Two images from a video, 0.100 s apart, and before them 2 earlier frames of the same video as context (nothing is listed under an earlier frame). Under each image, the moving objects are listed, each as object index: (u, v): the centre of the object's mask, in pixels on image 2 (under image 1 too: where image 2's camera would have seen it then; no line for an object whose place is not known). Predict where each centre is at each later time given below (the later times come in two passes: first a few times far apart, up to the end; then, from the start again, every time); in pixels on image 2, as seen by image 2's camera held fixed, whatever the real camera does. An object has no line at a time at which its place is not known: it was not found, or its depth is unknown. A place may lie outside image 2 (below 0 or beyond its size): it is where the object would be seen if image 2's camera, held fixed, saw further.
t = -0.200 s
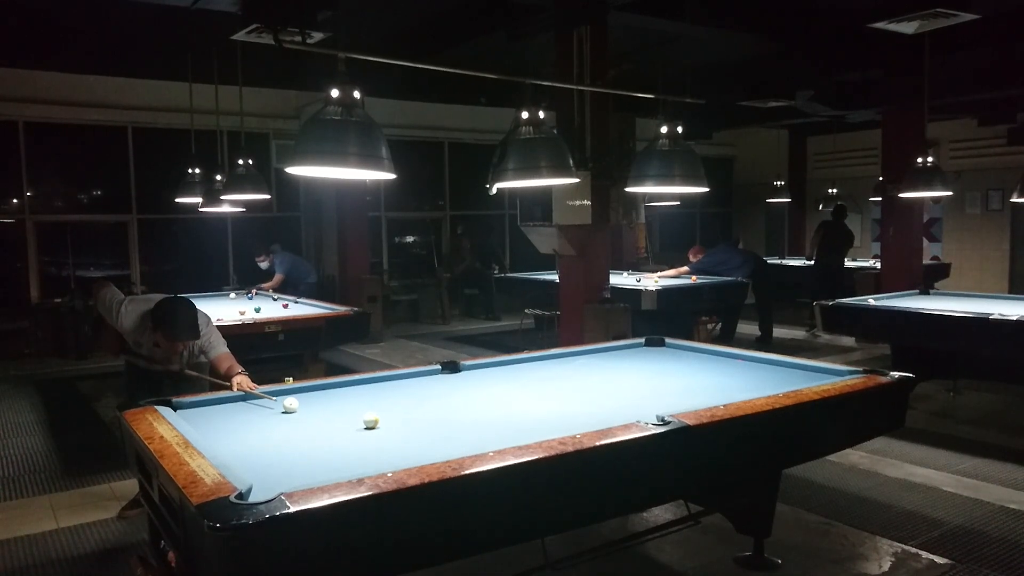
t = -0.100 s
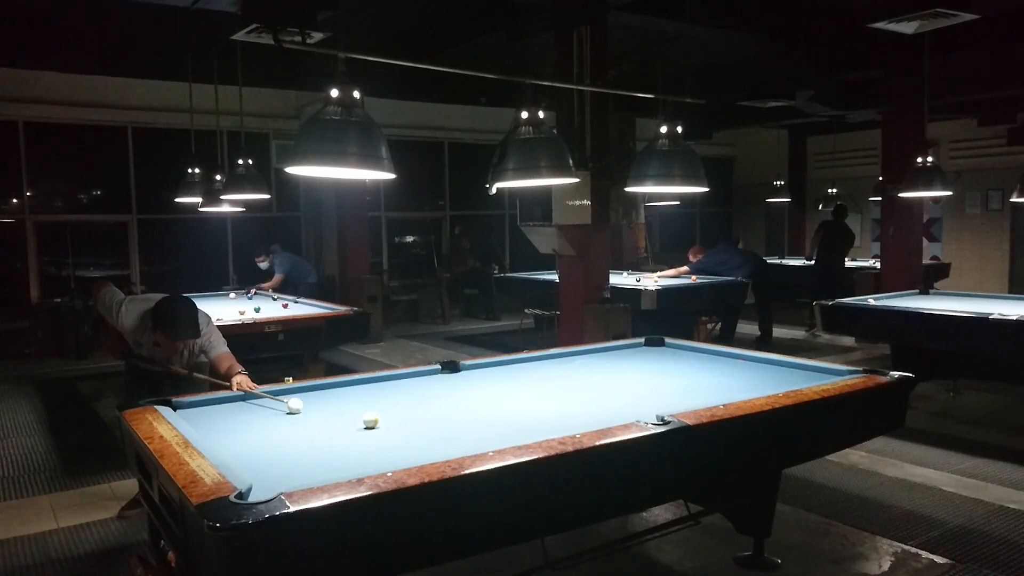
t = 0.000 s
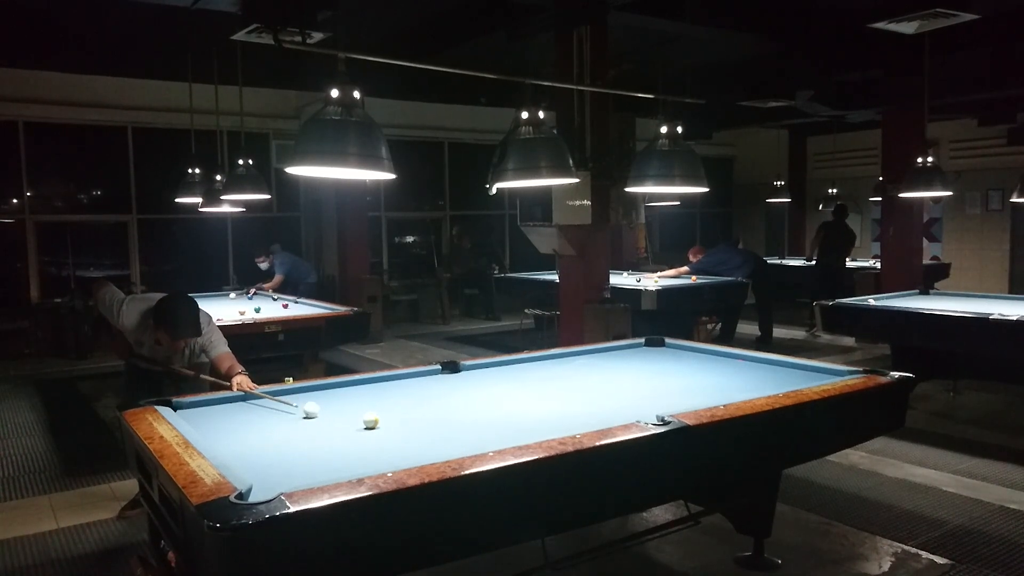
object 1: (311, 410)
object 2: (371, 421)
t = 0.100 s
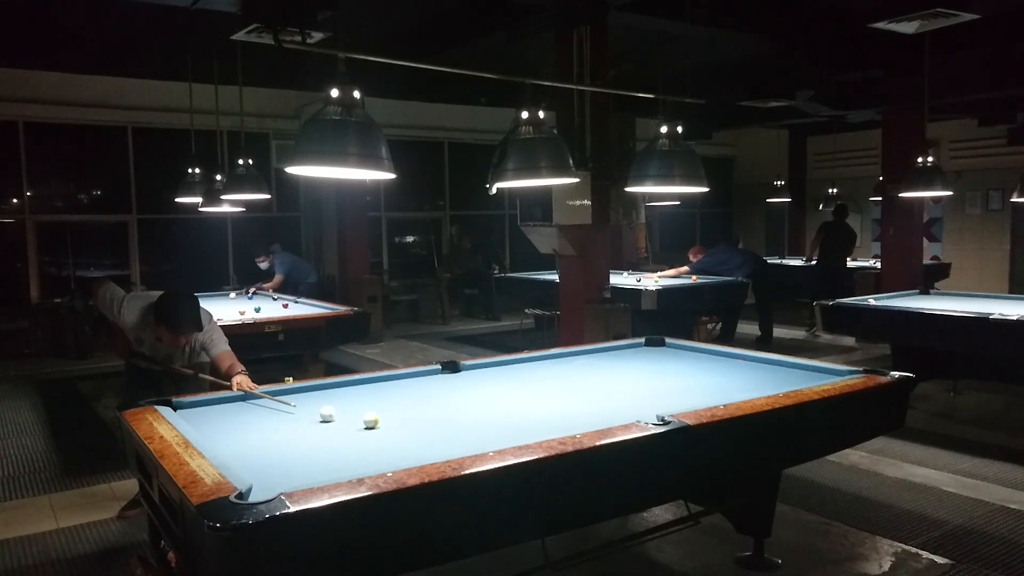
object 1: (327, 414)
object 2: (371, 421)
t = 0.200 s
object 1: (344, 418)
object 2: (371, 421)
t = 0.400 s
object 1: (355, 427)
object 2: (394, 421)
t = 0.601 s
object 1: (359, 436)
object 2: (422, 421)
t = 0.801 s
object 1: (362, 446)
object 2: (449, 422)
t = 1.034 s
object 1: (366, 458)
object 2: (479, 421)
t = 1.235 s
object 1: (370, 465)
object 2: (504, 421)
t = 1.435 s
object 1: (354, 467)
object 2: (528, 421)
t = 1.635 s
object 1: (336, 466)
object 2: (550, 421)
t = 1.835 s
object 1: (319, 464)
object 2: (572, 421)
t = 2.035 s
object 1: (303, 462)
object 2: (593, 420)
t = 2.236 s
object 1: (288, 460)
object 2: (612, 418)
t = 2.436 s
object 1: (275, 458)
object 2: (632, 417)
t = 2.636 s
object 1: (262, 456)
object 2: (649, 417)
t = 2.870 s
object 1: (248, 454)
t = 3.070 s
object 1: (237, 453)
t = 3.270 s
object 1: (228, 450)
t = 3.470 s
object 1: (227, 449)
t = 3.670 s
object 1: (227, 448)
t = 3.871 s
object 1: (228, 447)
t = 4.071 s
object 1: (228, 446)
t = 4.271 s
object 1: (227, 445)
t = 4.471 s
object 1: (227, 444)
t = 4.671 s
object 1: (226, 444)
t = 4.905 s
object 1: (225, 444)
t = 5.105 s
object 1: (225, 444)
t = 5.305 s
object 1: (225, 444)
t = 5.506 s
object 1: (225, 444)
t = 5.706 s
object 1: (225, 444)
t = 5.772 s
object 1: (225, 444)
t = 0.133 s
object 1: (333, 415)
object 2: (371, 421)
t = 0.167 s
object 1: (338, 416)
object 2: (371, 421)
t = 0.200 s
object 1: (344, 418)
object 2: (371, 421)
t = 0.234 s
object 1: (350, 419)
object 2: (371, 421)
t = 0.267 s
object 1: (354, 421)
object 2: (372, 421)
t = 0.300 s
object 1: (354, 422)
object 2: (379, 421)
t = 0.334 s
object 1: (354, 423)
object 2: (384, 421)
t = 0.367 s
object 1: (355, 425)
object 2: (389, 421)
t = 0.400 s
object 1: (355, 427)
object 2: (394, 421)
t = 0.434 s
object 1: (356, 428)
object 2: (399, 422)
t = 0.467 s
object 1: (356, 429)
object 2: (404, 422)
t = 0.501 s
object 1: (357, 430)
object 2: (408, 422)
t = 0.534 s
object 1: (357, 431)
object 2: (413, 421)
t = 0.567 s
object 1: (358, 433)
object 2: (418, 421)
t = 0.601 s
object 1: (359, 436)
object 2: (422, 421)
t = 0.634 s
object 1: (359, 438)
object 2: (427, 421)
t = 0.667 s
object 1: (360, 438)
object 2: (431, 421)
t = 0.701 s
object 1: (360, 441)
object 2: (436, 421)
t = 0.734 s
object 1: (361, 443)
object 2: (440, 422)
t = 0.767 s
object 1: (362, 444)
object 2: (445, 421)
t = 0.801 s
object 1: (362, 446)
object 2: (449, 422)
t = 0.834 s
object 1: (363, 448)
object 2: (453, 422)
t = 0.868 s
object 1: (364, 449)
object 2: (457, 421)
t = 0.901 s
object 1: (364, 451)
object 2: (462, 421)
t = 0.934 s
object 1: (365, 453)
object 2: (466, 421)
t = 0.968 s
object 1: (365, 454)
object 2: (471, 421)
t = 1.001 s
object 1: (366, 456)
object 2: (475, 421)
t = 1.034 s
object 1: (366, 458)
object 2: (479, 421)
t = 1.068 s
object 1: (367, 460)
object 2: (484, 422)
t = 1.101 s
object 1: (367, 461)
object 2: (488, 422)
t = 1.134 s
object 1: (368, 462)
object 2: (492, 422)
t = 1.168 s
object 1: (369, 464)
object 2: (496, 421)
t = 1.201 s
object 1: (369, 464)
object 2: (500, 421)
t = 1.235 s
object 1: (370, 465)
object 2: (504, 421)
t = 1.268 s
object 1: (370, 466)
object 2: (507, 421)
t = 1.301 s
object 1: (367, 466)
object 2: (512, 421)
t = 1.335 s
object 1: (364, 467)
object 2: (516, 421)
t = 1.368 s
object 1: (361, 467)
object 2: (520, 421)
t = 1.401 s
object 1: (358, 467)
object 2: (524, 421)
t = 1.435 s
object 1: (354, 467)
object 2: (528, 421)
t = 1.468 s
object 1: (351, 467)
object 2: (532, 422)
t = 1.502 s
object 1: (348, 467)
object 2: (535, 421)
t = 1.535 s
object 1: (345, 467)
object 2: (539, 422)
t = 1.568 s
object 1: (342, 467)
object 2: (543, 422)
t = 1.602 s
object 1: (339, 467)
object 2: (547, 422)
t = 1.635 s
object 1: (336, 466)
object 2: (550, 421)
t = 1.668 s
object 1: (333, 466)
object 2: (554, 421)
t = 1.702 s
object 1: (330, 466)
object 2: (557, 421)
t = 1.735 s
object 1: (327, 465)
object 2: (561, 421)
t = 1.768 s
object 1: (325, 465)
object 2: (565, 421)
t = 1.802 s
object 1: (322, 464)
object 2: (568, 421)
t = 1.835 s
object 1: (319, 464)
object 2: (572, 421)
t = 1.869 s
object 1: (316, 463)
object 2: (576, 421)
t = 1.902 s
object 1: (313, 463)
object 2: (579, 421)
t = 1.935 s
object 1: (311, 463)
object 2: (583, 421)
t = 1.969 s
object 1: (308, 462)
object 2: (586, 421)
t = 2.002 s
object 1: (306, 462)
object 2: (589, 420)
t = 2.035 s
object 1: (303, 462)
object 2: (593, 420)
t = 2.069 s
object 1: (301, 461)
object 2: (596, 420)
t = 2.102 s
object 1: (298, 461)
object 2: (599, 420)
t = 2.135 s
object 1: (295, 460)
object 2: (603, 419)
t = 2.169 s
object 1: (293, 460)
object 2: (606, 419)
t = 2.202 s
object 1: (291, 460)
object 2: (609, 418)
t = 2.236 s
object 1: (288, 460)
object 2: (612, 418)
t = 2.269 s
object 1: (286, 459)
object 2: (615, 418)
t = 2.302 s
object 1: (284, 459)
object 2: (618, 418)
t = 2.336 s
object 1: (281, 459)
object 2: (622, 417)
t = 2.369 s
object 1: (279, 458)
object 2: (625, 417)
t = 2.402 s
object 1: (277, 458)
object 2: (630, 417)
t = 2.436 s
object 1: (275, 458)
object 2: (632, 417)
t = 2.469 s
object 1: (272, 457)
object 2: (635, 417)
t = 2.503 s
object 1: (270, 457)
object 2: (639, 417)
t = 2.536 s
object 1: (268, 457)
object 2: (641, 418)
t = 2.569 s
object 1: (266, 457)
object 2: (643, 417)
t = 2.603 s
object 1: (264, 456)
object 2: (646, 418)
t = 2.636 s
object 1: (262, 456)
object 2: (649, 417)
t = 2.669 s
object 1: (260, 456)
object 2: (650, 418)
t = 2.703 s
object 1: (258, 455)
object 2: (651, 418)
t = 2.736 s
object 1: (256, 455)
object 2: (650, 420)
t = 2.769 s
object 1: (254, 455)
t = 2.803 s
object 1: (252, 454)
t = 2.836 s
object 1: (250, 454)
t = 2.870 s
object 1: (248, 454)
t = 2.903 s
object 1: (246, 454)
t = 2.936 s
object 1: (245, 454)
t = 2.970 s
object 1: (243, 453)
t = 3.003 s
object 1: (241, 453)
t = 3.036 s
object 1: (239, 453)
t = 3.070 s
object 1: (237, 453)
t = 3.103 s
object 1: (236, 453)
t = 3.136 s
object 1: (234, 452)
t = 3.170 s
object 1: (233, 452)
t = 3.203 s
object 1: (231, 451)
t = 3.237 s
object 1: (230, 451)
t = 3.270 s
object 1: (228, 450)
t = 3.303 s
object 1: (227, 450)
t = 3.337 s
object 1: (227, 450)
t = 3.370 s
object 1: (227, 449)
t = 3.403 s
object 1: (226, 449)
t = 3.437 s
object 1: (227, 449)
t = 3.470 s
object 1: (227, 449)
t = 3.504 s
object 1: (227, 449)
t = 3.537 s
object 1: (227, 448)
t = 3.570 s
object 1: (227, 448)
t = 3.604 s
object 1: (227, 448)
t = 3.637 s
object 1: (227, 448)
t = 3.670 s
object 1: (227, 448)
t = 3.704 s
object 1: (227, 448)
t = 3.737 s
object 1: (227, 448)
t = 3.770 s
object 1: (228, 447)
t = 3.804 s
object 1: (228, 447)
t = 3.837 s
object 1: (228, 447)
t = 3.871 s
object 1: (228, 447)
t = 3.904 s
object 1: (228, 447)
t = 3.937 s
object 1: (228, 446)
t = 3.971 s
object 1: (228, 446)
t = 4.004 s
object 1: (228, 446)
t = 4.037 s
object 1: (228, 446)
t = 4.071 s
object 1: (228, 446)
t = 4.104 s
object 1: (228, 446)
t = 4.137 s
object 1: (227, 446)
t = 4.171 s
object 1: (227, 446)
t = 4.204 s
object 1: (227, 445)
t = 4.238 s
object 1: (227, 445)
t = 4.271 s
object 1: (227, 445)
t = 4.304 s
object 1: (227, 445)
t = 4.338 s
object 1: (227, 445)
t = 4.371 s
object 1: (227, 444)
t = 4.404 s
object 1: (227, 444)
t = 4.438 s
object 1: (227, 444)
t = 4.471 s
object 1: (227, 444)
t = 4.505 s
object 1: (227, 444)
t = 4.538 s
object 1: (226, 444)
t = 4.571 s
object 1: (226, 444)
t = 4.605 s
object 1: (226, 444)
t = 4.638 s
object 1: (226, 444)
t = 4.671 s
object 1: (226, 444)
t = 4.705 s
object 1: (226, 444)
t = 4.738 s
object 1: (225, 444)
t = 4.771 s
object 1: (225, 444)
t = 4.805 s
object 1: (225, 444)
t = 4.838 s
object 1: (225, 444)
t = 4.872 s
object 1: (225, 444)
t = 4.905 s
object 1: (225, 444)
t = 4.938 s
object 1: (225, 444)
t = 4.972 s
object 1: (225, 444)
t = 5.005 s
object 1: (225, 444)
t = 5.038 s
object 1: (225, 444)
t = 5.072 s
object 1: (225, 444)
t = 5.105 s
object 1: (225, 444)
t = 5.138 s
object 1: (225, 444)
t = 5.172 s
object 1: (225, 444)
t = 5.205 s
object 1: (225, 444)
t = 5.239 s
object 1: (225, 444)
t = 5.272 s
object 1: (225, 444)
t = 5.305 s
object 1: (225, 444)
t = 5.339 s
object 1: (225, 444)
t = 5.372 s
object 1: (225, 444)
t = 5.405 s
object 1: (225, 444)
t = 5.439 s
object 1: (225, 444)
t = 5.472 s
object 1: (225, 444)
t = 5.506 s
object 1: (225, 444)
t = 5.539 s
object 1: (225, 444)
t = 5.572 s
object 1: (225, 444)
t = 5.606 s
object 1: (225, 444)
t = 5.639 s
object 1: (225, 444)
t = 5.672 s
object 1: (225, 444)
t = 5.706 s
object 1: (225, 444)
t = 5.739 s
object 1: (225, 444)
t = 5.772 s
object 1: (225, 444)
